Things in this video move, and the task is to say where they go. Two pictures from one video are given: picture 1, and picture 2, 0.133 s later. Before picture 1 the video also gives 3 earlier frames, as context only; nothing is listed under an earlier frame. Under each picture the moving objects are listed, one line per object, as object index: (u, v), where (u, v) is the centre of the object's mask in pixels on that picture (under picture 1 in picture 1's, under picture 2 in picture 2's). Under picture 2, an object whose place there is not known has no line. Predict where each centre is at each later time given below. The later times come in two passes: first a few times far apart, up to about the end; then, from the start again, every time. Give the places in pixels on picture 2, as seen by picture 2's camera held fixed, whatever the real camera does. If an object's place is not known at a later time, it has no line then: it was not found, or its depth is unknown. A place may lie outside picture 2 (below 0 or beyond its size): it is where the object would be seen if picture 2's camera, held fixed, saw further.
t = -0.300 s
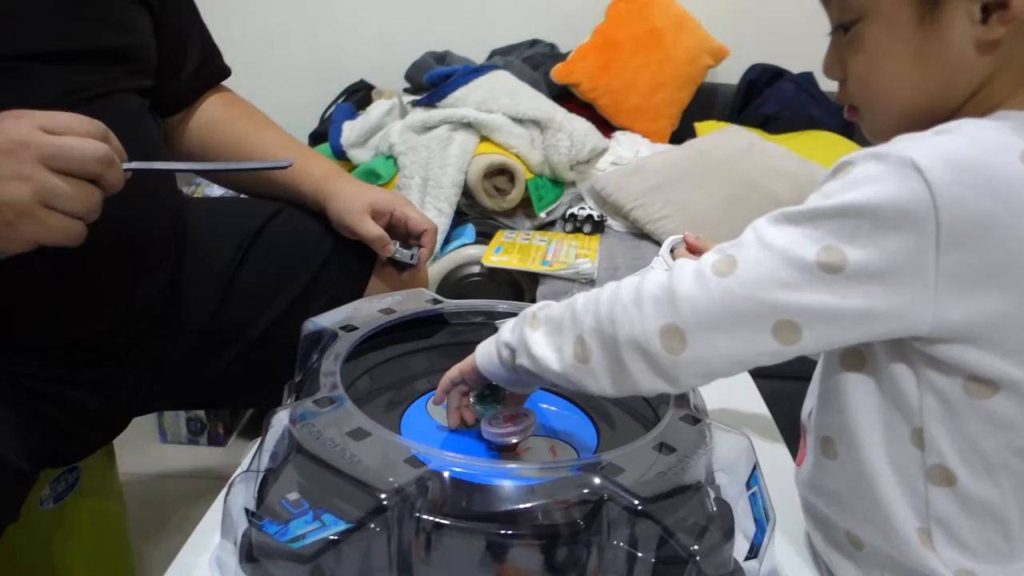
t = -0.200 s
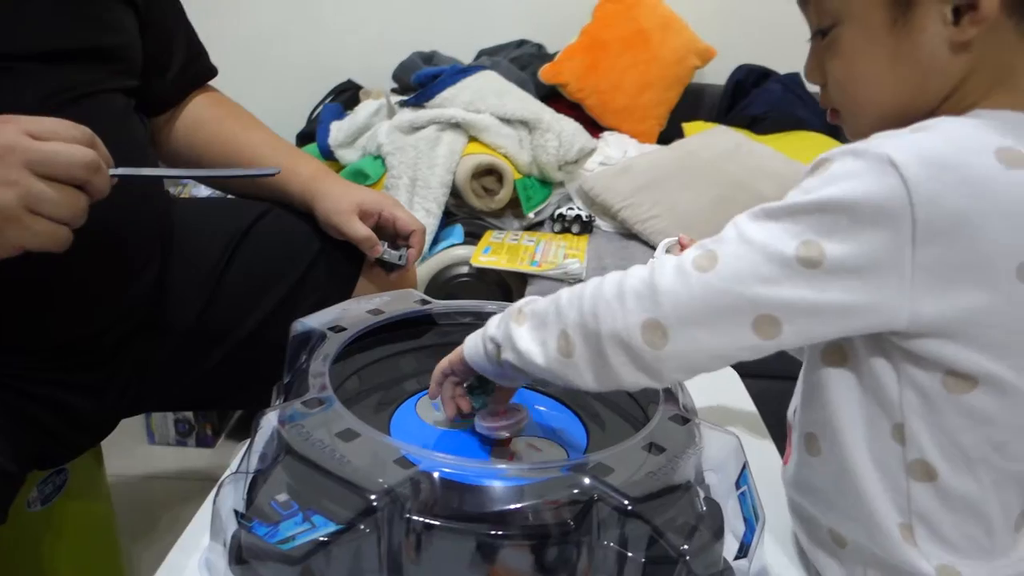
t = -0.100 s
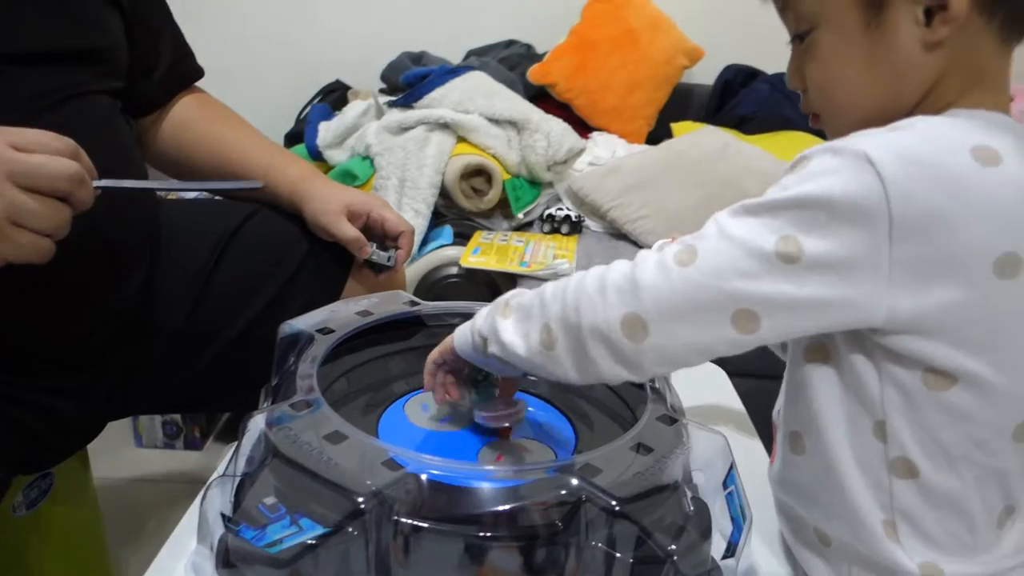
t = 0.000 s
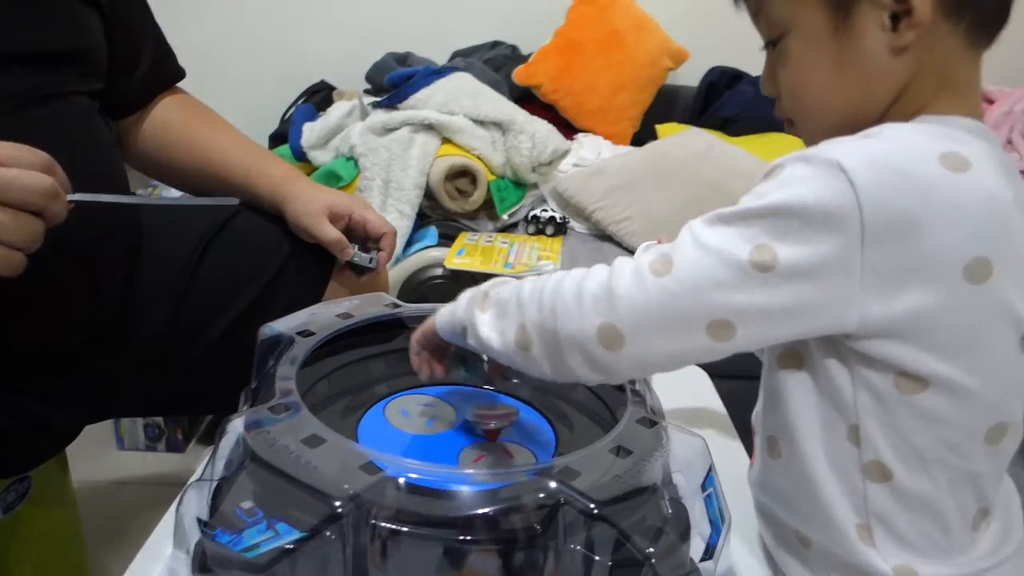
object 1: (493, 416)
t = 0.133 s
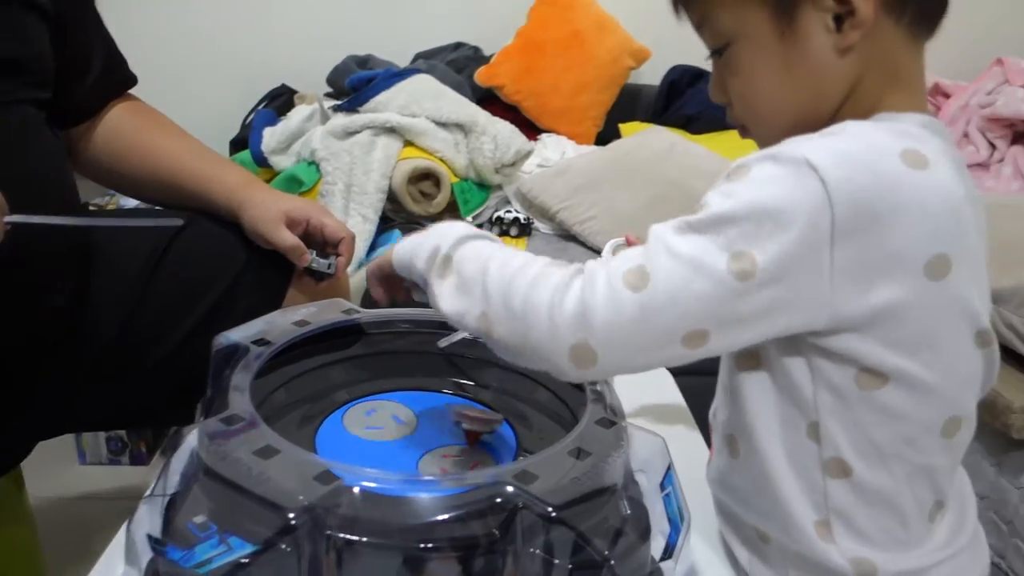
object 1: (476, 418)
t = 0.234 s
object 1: (485, 425)
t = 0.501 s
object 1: (506, 452)
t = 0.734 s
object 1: (435, 458)
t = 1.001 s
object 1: (434, 411)
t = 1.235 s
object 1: (453, 408)
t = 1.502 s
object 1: (444, 408)
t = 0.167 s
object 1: (480, 420)
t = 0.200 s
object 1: (482, 424)
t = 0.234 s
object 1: (485, 425)
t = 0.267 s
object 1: (489, 427)
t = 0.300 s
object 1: (495, 429)
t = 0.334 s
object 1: (500, 431)
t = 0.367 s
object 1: (507, 434)
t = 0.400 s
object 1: (509, 437)
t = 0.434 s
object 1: (508, 440)
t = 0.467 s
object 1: (506, 443)
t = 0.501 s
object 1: (506, 452)
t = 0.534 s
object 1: (502, 456)
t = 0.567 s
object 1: (496, 460)
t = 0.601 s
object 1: (484, 463)
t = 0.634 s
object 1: (475, 466)
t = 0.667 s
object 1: (462, 458)
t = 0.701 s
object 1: (446, 458)
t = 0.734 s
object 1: (435, 458)
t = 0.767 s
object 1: (423, 456)
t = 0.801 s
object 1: (417, 452)
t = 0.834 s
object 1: (414, 446)
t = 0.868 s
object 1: (414, 436)
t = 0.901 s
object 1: (420, 428)
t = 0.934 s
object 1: (425, 422)
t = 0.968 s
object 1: (430, 416)
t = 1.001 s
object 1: (434, 411)
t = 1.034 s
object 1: (438, 408)
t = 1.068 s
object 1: (444, 407)
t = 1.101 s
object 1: (449, 406)
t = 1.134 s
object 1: (452, 407)
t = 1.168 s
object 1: (453, 407)
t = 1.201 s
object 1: (453, 407)
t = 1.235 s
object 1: (453, 408)
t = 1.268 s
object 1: (452, 408)
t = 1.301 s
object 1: (450, 408)
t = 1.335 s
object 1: (449, 408)
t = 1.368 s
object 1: (448, 408)
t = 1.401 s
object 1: (447, 408)
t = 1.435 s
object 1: (446, 408)
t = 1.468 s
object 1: (445, 408)
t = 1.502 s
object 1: (444, 408)
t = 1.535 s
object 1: (443, 409)
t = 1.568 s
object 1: (443, 408)
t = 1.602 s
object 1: (442, 409)
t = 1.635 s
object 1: (441, 409)
